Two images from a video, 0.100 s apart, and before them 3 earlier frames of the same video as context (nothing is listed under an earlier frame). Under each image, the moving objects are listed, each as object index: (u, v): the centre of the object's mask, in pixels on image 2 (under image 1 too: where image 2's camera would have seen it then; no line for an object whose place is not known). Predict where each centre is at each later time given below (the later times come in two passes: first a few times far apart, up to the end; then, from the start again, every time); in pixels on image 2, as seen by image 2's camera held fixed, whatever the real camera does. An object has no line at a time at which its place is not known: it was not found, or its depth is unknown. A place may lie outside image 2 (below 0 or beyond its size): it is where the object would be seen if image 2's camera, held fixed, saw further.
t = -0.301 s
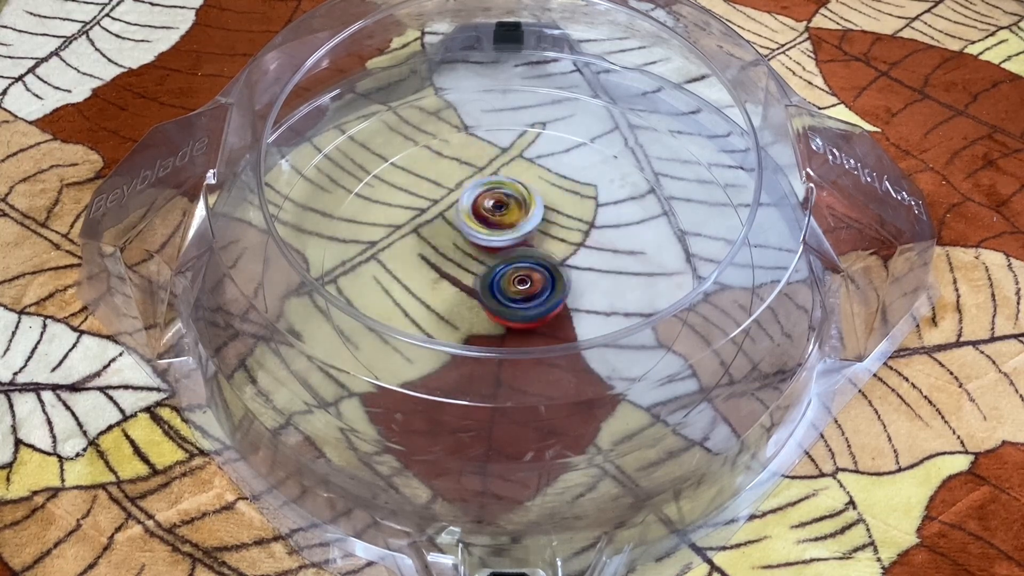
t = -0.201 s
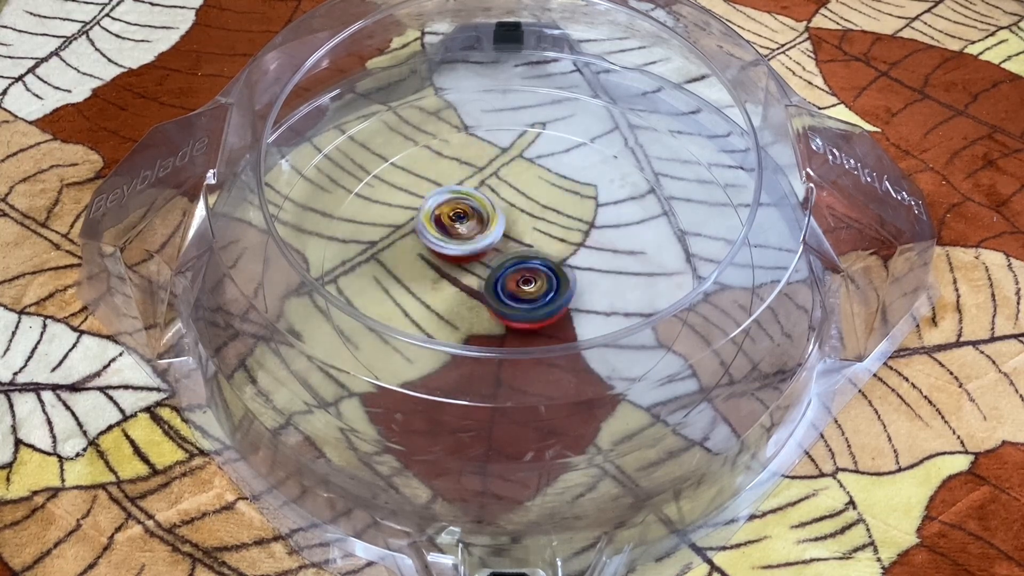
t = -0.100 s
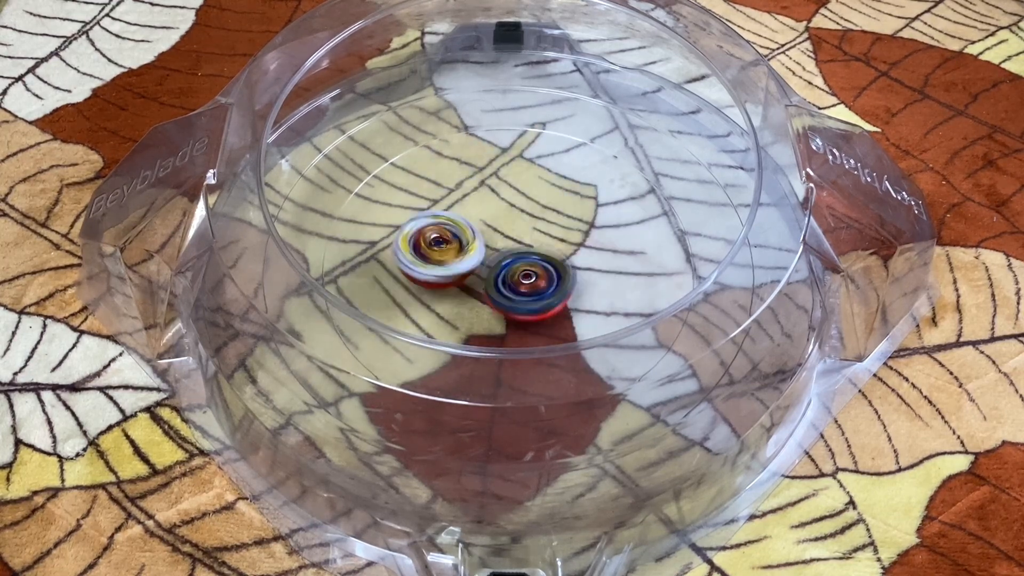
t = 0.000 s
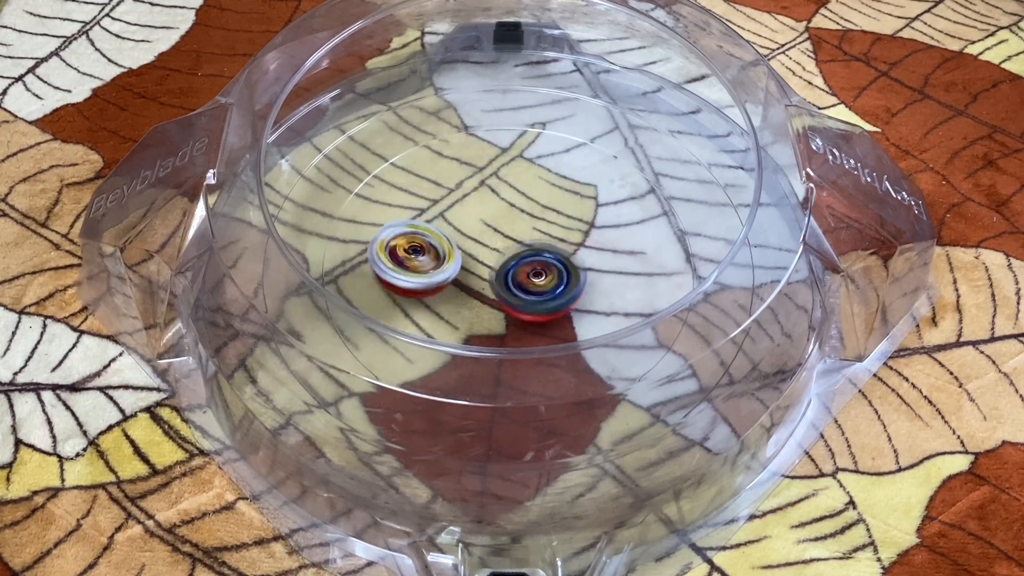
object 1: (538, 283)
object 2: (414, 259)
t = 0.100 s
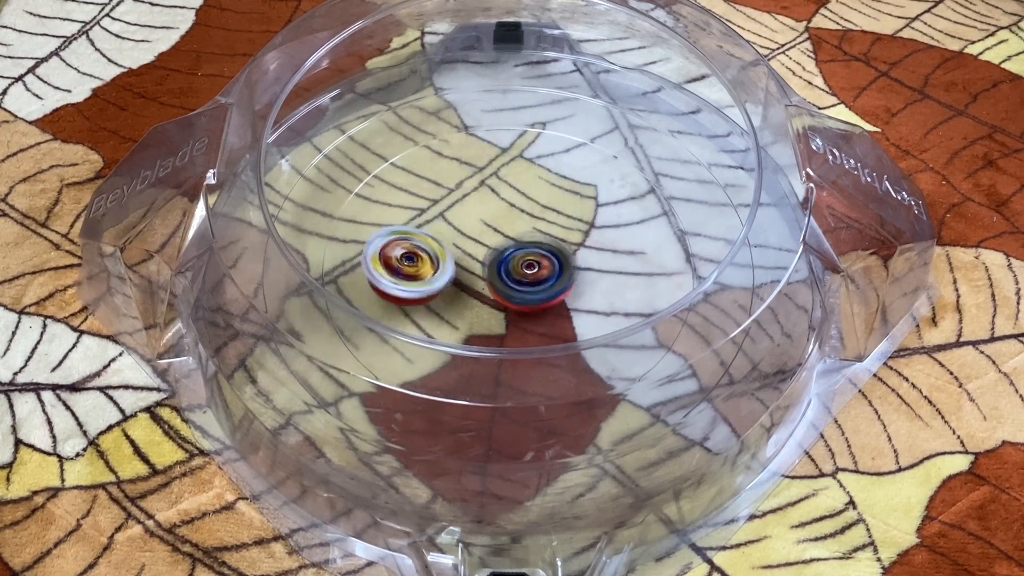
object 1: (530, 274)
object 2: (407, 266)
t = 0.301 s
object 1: (528, 262)
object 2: (403, 261)
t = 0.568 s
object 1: (546, 268)
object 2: (398, 216)
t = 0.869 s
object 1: (622, 253)
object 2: (432, 188)
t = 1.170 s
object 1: (615, 300)
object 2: (543, 208)
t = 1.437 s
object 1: (558, 344)
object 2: (554, 244)
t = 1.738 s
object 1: (444, 320)
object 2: (523, 258)
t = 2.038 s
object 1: (391, 236)
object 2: (522, 252)
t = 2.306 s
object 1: (452, 188)
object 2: (533, 258)
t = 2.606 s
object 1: (542, 192)
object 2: (520, 283)
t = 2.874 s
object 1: (603, 264)
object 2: (509, 266)
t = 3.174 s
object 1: (606, 268)
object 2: (508, 267)
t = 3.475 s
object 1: (595, 262)
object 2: (509, 267)
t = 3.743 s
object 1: (591, 265)
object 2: (509, 267)
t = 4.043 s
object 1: (590, 262)
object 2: (509, 267)
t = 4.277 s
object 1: (587, 264)
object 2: (508, 266)
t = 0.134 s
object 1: (527, 271)
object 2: (412, 268)
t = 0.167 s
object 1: (522, 268)
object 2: (419, 269)
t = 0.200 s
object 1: (522, 266)
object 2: (420, 267)
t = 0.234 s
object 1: (528, 265)
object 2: (414, 266)
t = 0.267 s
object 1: (530, 264)
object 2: (404, 264)
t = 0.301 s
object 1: (528, 262)
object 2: (403, 261)
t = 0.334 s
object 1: (527, 261)
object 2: (401, 259)
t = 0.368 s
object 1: (524, 258)
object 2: (401, 255)
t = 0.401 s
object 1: (519, 257)
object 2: (402, 252)
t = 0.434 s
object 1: (517, 257)
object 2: (406, 247)
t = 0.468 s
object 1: (515, 256)
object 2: (411, 243)
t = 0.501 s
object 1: (512, 254)
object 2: (417, 240)
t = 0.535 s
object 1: (522, 260)
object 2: (412, 231)
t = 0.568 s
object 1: (546, 268)
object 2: (398, 216)
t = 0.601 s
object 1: (565, 271)
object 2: (391, 205)
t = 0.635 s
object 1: (579, 271)
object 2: (391, 199)
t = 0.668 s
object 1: (592, 270)
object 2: (393, 193)
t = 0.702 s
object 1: (601, 265)
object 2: (394, 189)
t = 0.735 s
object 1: (609, 262)
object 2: (399, 187)
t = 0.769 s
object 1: (616, 259)
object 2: (403, 183)
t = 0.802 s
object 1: (619, 257)
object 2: (411, 183)
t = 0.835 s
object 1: (621, 255)
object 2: (421, 184)
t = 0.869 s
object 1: (622, 253)
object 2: (432, 188)
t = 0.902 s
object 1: (618, 253)
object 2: (445, 194)
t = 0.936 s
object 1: (613, 252)
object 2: (461, 199)
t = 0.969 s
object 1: (609, 250)
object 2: (478, 208)
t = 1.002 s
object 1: (601, 250)
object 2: (497, 218)
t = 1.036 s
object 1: (598, 254)
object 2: (514, 226)
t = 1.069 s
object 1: (607, 273)
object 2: (520, 221)
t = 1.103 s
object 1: (613, 286)
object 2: (524, 213)
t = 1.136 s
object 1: (616, 294)
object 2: (532, 209)
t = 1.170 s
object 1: (615, 300)
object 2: (543, 208)
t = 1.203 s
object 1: (614, 303)
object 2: (550, 211)
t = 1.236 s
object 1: (610, 316)
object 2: (553, 214)
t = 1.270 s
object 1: (608, 323)
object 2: (555, 217)
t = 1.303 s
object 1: (600, 331)
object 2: (557, 219)
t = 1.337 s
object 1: (593, 336)
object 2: (558, 223)
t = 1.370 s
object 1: (582, 340)
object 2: (558, 228)
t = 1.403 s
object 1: (573, 343)
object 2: (558, 235)
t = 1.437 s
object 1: (558, 344)
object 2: (554, 244)
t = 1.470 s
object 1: (547, 345)
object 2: (549, 254)
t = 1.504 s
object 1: (534, 341)
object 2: (543, 263)
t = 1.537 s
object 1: (522, 339)
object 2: (536, 270)
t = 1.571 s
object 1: (506, 341)
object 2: (532, 274)
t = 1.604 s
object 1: (491, 344)
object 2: (531, 270)
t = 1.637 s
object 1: (476, 340)
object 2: (530, 265)
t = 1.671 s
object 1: (464, 336)
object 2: (529, 262)
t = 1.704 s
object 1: (452, 330)
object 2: (527, 260)
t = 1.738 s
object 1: (444, 320)
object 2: (523, 258)
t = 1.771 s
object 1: (433, 313)
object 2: (517, 255)
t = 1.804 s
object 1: (427, 307)
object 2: (511, 253)
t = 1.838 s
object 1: (422, 299)
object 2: (505, 252)
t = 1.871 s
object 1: (417, 289)
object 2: (498, 253)
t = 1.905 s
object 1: (415, 279)
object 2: (496, 253)
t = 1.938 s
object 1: (406, 270)
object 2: (501, 252)
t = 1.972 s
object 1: (395, 258)
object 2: (509, 252)
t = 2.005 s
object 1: (391, 246)
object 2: (516, 252)
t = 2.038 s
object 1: (391, 236)
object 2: (522, 252)
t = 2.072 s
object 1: (393, 226)
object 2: (529, 254)
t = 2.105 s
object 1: (396, 217)
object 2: (534, 254)
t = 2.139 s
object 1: (402, 209)
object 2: (535, 255)
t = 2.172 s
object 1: (410, 202)
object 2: (534, 256)
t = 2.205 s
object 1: (419, 197)
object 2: (534, 257)
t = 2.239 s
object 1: (429, 193)
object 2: (533, 258)
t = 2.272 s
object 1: (440, 189)
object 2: (533, 258)
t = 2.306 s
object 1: (452, 188)
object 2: (533, 258)
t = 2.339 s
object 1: (465, 188)
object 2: (533, 258)
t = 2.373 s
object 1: (477, 191)
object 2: (534, 258)
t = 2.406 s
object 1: (489, 192)
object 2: (534, 257)
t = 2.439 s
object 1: (500, 188)
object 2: (536, 268)
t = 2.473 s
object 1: (512, 180)
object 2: (537, 280)
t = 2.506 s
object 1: (522, 179)
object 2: (533, 287)
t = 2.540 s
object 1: (529, 182)
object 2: (528, 289)
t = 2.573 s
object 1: (536, 187)
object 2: (523, 287)
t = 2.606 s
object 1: (542, 192)
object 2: (520, 283)
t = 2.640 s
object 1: (552, 201)
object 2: (518, 279)
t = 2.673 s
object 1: (559, 207)
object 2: (516, 276)
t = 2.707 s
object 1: (567, 216)
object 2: (514, 273)
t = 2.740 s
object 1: (574, 228)
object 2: (513, 269)
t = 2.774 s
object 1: (583, 236)
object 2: (512, 267)
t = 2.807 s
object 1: (588, 248)
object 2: (511, 267)
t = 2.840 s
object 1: (596, 255)
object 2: (509, 267)
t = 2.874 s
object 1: (603, 264)
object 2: (509, 266)
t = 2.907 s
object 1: (608, 270)
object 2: (509, 266)
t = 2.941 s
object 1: (614, 274)
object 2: (509, 266)
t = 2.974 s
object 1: (618, 275)
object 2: (509, 266)
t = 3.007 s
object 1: (620, 276)
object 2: (509, 267)
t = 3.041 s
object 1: (620, 276)
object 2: (508, 267)
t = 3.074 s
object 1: (617, 276)
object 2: (508, 267)
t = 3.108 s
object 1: (613, 275)
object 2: (508, 267)
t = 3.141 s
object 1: (611, 273)
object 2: (509, 266)
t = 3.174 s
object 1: (606, 268)
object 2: (508, 267)
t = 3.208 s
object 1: (602, 263)
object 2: (509, 266)
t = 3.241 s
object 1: (602, 257)
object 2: (509, 267)
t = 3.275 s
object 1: (604, 252)
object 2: (509, 267)
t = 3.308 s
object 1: (607, 249)
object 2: (509, 266)
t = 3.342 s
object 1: (608, 249)
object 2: (509, 267)
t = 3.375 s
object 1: (606, 250)
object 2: (509, 267)
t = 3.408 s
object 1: (602, 252)
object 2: (509, 267)
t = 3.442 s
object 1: (598, 257)
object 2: (509, 267)
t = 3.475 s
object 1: (595, 262)
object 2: (509, 267)
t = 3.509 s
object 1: (594, 267)
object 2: (509, 267)
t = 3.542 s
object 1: (595, 271)
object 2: (508, 266)
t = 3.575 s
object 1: (597, 273)
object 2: (508, 266)
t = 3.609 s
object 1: (597, 273)
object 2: (508, 267)
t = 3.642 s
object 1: (597, 273)
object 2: (508, 267)
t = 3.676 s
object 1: (596, 272)
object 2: (508, 267)
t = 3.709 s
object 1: (593, 269)
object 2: (509, 267)
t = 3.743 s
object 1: (591, 265)
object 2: (509, 267)
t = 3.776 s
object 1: (591, 261)
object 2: (509, 267)
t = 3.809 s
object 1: (593, 257)
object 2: (509, 267)
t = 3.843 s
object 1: (596, 254)
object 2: (509, 266)
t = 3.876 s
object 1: (598, 252)
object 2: (509, 267)
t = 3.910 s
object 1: (598, 252)
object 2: (509, 267)
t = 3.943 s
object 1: (597, 252)
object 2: (508, 267)
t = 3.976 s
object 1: (595, 254)
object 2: (508, 267)
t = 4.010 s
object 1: (592, 258)
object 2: (509, 267)
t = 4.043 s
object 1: (590, 262)
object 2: (509, 267)
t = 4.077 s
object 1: (589, 266)
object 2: (508, 267)
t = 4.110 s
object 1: (589, 269)
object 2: (508, 267)
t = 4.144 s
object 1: (590, 270)
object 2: (508, 267)
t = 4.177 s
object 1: (590, 270)
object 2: (508, 267)
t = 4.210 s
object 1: (589, 269)
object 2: (508, 267)
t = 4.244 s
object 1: (588, 266)
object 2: (508, 267)
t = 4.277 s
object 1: (587, 264)
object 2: (508, 266)
